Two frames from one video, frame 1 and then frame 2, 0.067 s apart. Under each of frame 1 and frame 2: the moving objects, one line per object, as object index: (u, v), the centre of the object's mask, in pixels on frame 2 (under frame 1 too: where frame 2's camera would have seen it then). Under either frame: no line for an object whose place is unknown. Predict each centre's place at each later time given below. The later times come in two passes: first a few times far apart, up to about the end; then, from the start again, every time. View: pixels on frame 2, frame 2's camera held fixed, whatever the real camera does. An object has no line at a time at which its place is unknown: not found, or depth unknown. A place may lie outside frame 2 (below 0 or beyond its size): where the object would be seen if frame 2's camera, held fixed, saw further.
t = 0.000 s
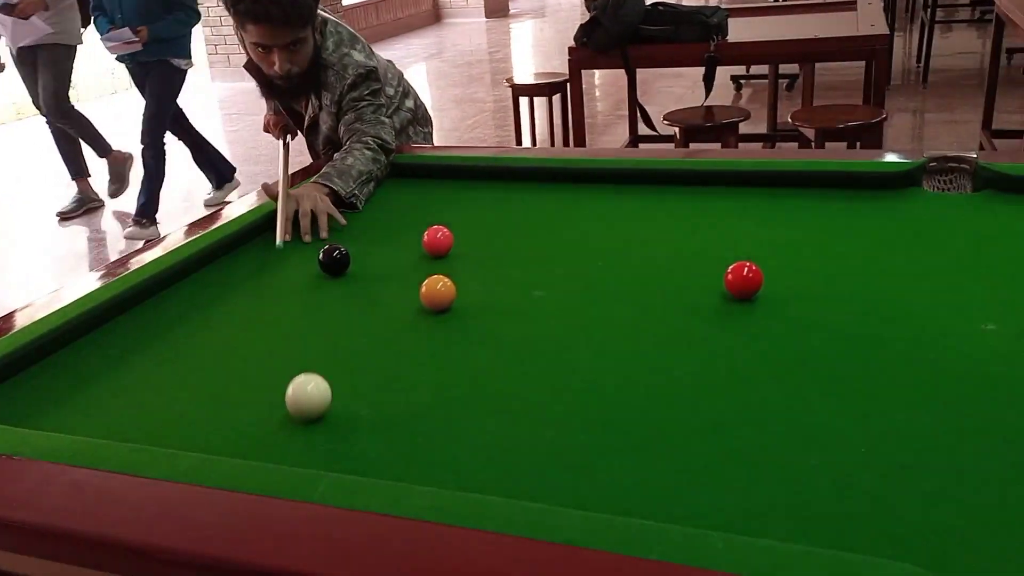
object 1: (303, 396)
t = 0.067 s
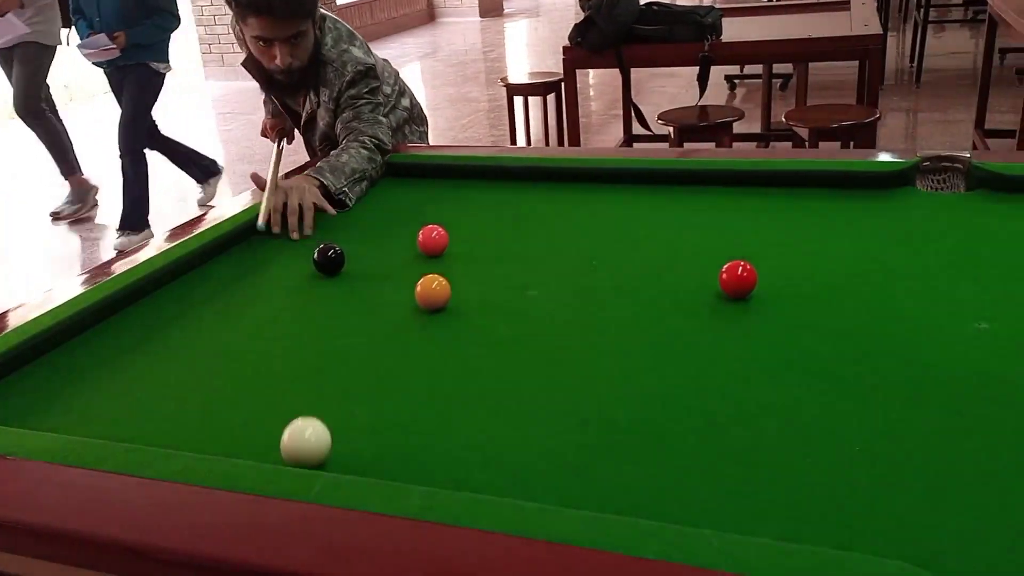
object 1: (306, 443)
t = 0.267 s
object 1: (420, 404)
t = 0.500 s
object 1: (532, 349)
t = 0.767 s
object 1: (630, 301)
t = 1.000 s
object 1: (697, 268)
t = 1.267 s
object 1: (761, 237)
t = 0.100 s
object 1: (313, 456)
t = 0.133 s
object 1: (337, 448)
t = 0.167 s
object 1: (360, 434)
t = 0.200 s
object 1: (382, 422)
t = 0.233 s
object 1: (402, 412)
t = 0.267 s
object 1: (420, 404)
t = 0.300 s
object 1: (438, 395)
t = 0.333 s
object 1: (455, 387)
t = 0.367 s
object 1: (472, 379)
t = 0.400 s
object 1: (488, 371)
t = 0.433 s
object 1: (503, 364)
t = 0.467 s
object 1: (518, 356)
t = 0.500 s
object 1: (532, 349)
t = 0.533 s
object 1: (546, 343)
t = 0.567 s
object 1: (559, 336)
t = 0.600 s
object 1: (572, 330)
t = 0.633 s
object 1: (585, 324)
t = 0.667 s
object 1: (596, 318)
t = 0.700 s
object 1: (608, 312)
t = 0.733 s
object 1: (619, 307)
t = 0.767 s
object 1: (630, 301)
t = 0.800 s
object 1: (641, 296)
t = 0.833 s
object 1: (651, 291)
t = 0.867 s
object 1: (661, 286)
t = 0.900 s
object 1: (670, 281)
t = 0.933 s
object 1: (679, 277)
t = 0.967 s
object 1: (689, 272)
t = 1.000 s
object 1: (697, 268)
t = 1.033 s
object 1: (706, 263)
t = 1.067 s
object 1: (713, 258)
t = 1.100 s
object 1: (722, 254)
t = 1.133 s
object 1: (730, 249)
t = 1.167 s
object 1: (739, 247)
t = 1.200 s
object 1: (747, 245)
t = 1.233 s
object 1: (754, 240)
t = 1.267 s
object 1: (761, 237)
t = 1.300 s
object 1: (768, 234)
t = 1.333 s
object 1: (775, 230)
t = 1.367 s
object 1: (782, 227)
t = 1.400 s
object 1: (789, 224)
